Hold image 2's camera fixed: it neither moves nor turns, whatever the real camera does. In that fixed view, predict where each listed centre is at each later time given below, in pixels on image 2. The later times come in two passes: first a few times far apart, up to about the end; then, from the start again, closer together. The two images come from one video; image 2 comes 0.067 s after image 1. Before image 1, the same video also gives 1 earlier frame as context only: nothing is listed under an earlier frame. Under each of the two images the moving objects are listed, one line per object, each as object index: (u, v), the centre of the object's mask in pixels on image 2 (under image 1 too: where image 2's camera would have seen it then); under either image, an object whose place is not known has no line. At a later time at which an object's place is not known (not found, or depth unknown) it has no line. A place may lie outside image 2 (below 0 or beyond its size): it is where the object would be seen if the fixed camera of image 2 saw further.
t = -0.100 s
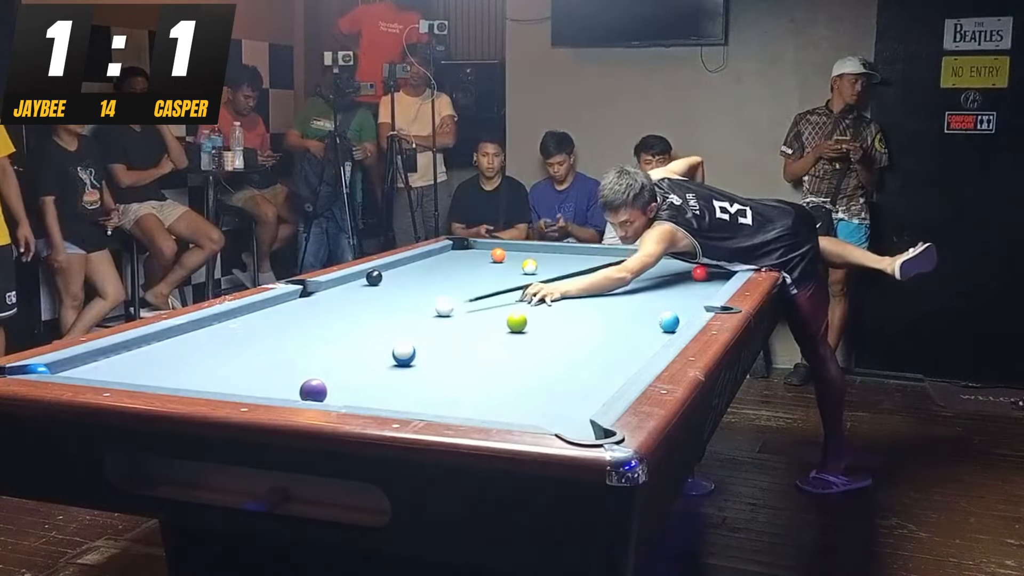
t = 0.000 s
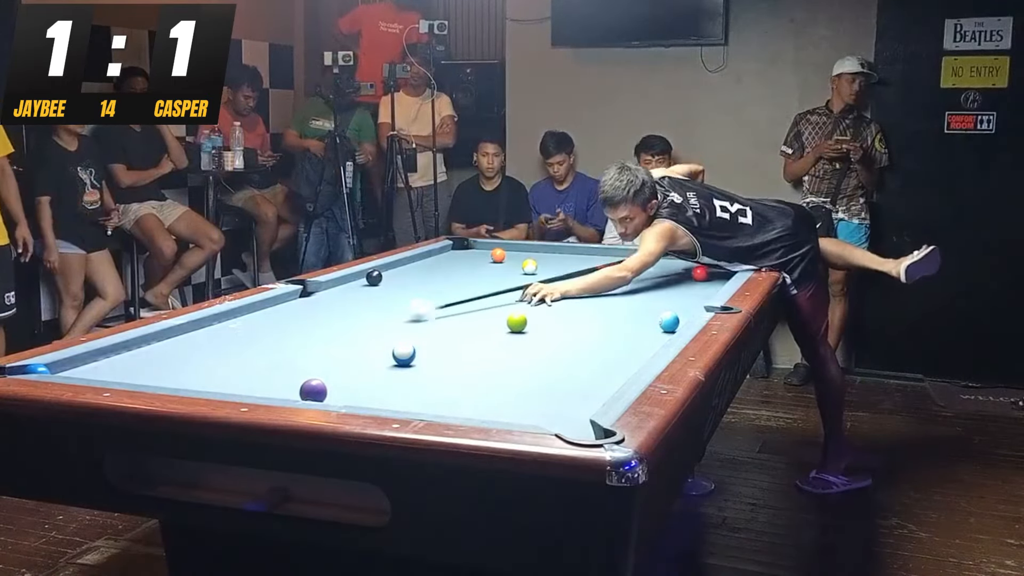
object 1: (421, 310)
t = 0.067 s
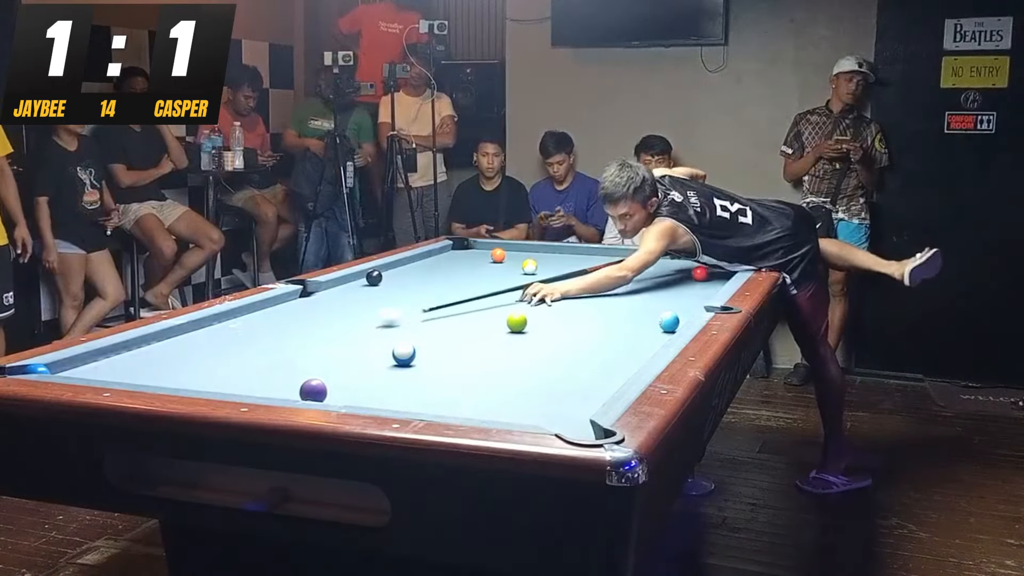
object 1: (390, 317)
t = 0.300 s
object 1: (285, 334)
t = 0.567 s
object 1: (139, 361)
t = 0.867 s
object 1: (93, 370)
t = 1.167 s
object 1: (147, 367)
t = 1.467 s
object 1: (194, 359)
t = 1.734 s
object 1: (231, 355)
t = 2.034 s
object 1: (267, 349)
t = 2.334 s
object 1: (299, 344)
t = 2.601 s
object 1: (324, 342)
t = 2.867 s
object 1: (345, 339)
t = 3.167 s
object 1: (364, 335)
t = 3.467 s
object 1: (380, 332)
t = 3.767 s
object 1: (393, 331)
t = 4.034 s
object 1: (402, 329)
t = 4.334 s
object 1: (409, 330)
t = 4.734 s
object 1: (413, 330)
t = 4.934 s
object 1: (414, 332)
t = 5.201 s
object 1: (414, 332)
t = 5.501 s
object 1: (414, 331)
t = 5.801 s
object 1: (414, 331)
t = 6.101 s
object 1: (414, 331)
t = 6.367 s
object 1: (414, 331)
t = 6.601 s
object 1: (414, 331)
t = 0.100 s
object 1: (375, 319)
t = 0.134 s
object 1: (362, 321)
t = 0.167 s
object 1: (348, 324)
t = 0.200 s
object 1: (333, 327)
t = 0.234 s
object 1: (319, 329)
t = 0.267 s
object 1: (302, 331)
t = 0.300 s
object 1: (285, 334)
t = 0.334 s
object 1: (268, 338)
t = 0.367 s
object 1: (251, 341)
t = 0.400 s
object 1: (233, 344)
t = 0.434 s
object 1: (215, 347)
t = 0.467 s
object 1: (196, 351)
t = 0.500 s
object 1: (178, 354)
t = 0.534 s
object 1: (159, 358)
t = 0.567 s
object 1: (139, 361)
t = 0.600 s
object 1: (118, 365)
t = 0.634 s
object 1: (97, 368)
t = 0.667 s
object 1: (77, 369)
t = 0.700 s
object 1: (65, 370)
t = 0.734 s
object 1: (65, 371)
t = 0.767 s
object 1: (74, 371)
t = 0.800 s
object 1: (80, 371)
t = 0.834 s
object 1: (87, 371)
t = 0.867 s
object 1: (93, 370)
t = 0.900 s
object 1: (99, 370)
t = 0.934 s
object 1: (106, 370)
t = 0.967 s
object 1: (112, 370)
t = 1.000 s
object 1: (117, 369)
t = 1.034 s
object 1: (123, 369)
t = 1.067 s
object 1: (129, 369)
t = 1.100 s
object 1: (135, 368)
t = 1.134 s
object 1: (141, 367)
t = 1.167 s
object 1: (147, 367)
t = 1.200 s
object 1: (153, 365)
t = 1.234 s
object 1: (158, 365)
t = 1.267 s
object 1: (163, 364)
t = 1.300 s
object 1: (168, 363)
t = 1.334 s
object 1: (174, 362)
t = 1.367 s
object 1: (179, 362)
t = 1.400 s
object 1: (184, 361)
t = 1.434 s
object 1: (189, 360)
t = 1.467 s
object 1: (194, 359)
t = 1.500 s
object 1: (199, 358)
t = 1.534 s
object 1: (203, 358)
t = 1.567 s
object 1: (208, 357)
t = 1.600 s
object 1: (213, 357)
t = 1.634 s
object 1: (218, 356)
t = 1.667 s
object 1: (222, 356)
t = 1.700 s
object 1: (226, 355)
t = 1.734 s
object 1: (231, 355)
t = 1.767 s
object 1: (235, 354)
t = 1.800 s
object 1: (239, 354)
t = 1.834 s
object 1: (243, 353)
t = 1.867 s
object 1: (247, 353)
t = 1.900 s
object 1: (252, 352)
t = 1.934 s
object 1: (256, 351)
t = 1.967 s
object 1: (259, 351)
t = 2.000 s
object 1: (264, 350)
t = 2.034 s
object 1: (267, 349)
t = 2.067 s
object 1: (270, 349)
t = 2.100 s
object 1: (274, 349)
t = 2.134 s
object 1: (278, 348)
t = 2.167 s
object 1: (282, 347)
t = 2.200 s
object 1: (285, 347)
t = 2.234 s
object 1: (288, 347)
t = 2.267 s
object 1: (291, 346)
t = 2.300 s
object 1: (296, 345)
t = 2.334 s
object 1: (299, 344)
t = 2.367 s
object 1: (302, 344)
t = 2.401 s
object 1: (306, 344)
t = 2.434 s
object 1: (309, 344)
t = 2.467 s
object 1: (312, 344)
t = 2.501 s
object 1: (315, 344)
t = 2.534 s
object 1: (318, 343)
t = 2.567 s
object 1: (321, 343)
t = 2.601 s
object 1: (324, 342)
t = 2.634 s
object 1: (327, 340)
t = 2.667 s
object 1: (330, 341)
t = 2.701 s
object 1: (332, 341)
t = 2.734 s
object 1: (334, 339)
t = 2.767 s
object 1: (337, 340)
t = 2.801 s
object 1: (340, 338)
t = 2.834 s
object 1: (342, 338)
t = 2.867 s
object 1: (345, 339)
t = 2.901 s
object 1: (347, 338)
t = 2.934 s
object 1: (349, 338)
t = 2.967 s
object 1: (352, 338)
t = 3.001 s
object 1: (354, 337)
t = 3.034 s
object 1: (356, 336)
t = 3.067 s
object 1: (358, 336)
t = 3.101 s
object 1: (360, 336)
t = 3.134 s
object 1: (362, 336)
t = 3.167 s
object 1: (364, 335)
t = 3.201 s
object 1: (366, 335)
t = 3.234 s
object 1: (369, 334)
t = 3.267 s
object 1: (371, 333)
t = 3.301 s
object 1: (372, 333)
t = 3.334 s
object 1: (373, 333)
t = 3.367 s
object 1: (376, 332)
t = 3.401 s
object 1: (377, 332)
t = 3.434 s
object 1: (379, 332)
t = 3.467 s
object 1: (380, 332)
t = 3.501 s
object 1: (382, 331)
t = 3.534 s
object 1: (384, 331)
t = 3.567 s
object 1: (385, 332)
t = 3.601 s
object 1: (387, 331)
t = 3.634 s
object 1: (388, 331)
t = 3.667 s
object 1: (389, 332)
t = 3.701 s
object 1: (391, 332)
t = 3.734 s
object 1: (392, 331)
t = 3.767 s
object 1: (393, 331)
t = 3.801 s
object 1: (395, 330)
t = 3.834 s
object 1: (396, 330)
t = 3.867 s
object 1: (397, 330)
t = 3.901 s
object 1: (398, 330)
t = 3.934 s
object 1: (399, 330)
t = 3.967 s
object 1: (400, 329)
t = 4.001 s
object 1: (401, 329)
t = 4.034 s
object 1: (402, 329)
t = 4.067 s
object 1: (403, 329)
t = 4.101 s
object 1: (404, 329)
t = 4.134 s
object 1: (405, 330)
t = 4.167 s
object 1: (406, 330)
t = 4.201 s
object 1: (407, 330)
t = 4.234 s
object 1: (408, 330)
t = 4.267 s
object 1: (409, 330)
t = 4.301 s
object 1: (409, 330)
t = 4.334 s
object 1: (409, 330)
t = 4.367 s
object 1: (411, 332)
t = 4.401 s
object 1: (404, 328)
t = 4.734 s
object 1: (413, 330)
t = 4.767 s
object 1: (413, 332)
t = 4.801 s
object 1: (413, 332)
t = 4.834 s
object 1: (413, 332)
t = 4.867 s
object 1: (414, 332)
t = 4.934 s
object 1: (414, 332)
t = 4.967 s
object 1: (413, 332)
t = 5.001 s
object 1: (414, 332)
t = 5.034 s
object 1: (414, 332)
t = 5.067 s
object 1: (414, 332)
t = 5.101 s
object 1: (413, 332)
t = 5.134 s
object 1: (413, 332)
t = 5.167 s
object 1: (414, 332)
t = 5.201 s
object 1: (414, 332)
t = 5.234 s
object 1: (414, 332)
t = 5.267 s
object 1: (414, 332)
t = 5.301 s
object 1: (414, 332)
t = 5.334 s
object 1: (414, 332)
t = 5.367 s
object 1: (414, 331)
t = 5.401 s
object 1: (414, 332)
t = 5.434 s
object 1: (414, 331)
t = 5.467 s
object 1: (414, 331)
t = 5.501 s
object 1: (414, 331)
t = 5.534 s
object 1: (414, 331)
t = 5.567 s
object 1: (414, 332)
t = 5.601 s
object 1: (414, 331)
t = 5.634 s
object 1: (414, 331)
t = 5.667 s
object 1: (414, 332)
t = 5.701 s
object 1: (414, 331)
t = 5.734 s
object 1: (414, 331)
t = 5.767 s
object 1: (414, 331)
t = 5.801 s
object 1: (414, 331)
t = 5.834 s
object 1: (414, 331)
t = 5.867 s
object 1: (414, 331)
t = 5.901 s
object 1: (414, 331)
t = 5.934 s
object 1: (414, 331)
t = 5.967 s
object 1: (414, 331)
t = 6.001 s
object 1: (414, 331)
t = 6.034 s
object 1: (414, 331)
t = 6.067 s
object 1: (414, 331)
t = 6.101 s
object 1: (414, 331)
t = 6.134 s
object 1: (414, 331)
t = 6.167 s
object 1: (414, 331)
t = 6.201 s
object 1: (414, 331)
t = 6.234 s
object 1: (414, 331)
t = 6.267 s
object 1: (414, 331)
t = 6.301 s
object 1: (414, 331)
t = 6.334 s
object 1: (414, 331)
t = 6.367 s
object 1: (414, 331)
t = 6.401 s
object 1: (414, 331)
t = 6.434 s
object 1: (414, 331)
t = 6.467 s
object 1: (414, 331)
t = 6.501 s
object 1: (414, 331)
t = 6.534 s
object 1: (414, 331)
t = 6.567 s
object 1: (414, 331)
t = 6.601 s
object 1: (414, 331)
